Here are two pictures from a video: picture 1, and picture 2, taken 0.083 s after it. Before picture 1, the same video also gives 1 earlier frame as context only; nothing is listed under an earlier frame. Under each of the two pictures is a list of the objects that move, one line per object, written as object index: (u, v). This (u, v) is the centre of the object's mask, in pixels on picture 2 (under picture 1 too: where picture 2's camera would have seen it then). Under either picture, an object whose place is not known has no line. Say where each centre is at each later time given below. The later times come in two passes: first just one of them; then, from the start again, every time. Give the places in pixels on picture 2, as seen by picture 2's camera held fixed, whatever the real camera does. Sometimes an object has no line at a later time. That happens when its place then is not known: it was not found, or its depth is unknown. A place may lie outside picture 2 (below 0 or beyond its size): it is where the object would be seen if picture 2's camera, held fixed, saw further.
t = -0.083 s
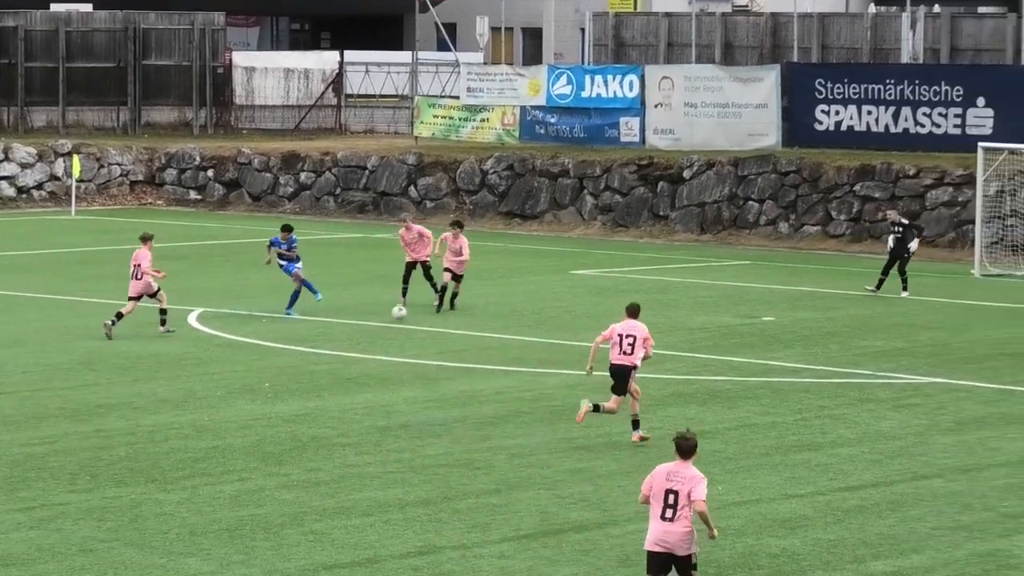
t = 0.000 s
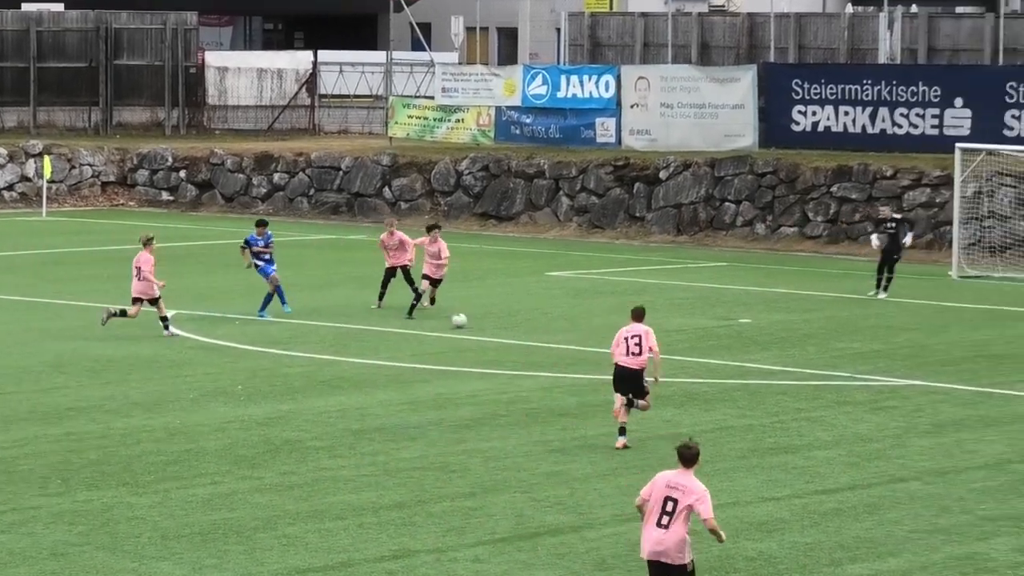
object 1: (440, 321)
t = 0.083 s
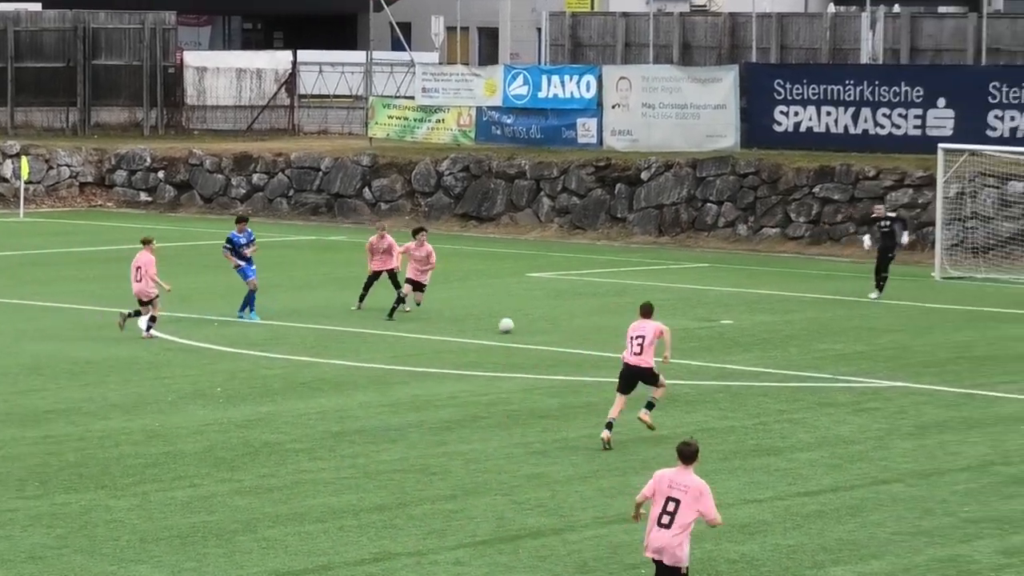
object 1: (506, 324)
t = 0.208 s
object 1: (598, 328)
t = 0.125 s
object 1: (537, 326)
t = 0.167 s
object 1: (568, 327)
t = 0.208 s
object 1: (598, 328)
